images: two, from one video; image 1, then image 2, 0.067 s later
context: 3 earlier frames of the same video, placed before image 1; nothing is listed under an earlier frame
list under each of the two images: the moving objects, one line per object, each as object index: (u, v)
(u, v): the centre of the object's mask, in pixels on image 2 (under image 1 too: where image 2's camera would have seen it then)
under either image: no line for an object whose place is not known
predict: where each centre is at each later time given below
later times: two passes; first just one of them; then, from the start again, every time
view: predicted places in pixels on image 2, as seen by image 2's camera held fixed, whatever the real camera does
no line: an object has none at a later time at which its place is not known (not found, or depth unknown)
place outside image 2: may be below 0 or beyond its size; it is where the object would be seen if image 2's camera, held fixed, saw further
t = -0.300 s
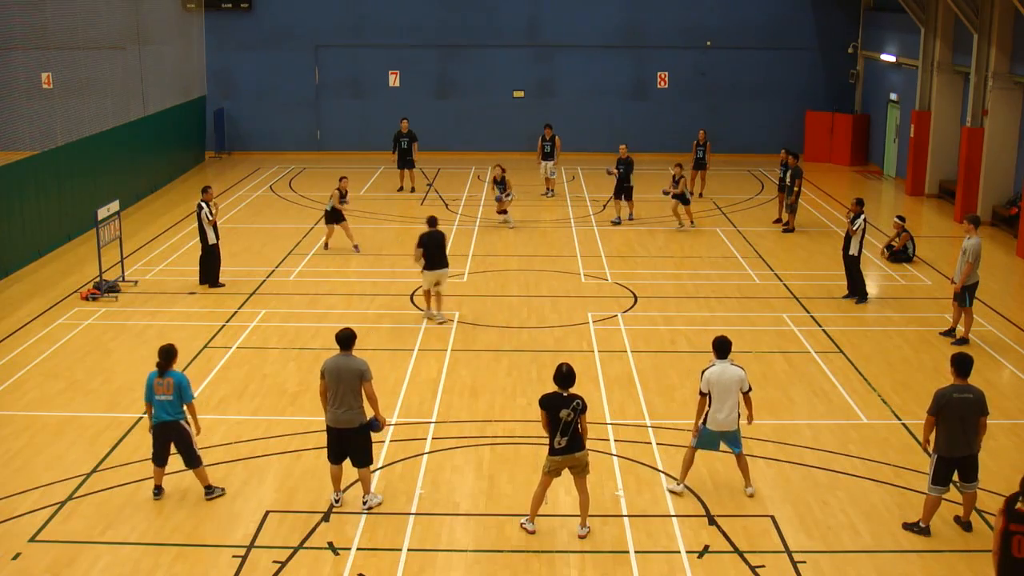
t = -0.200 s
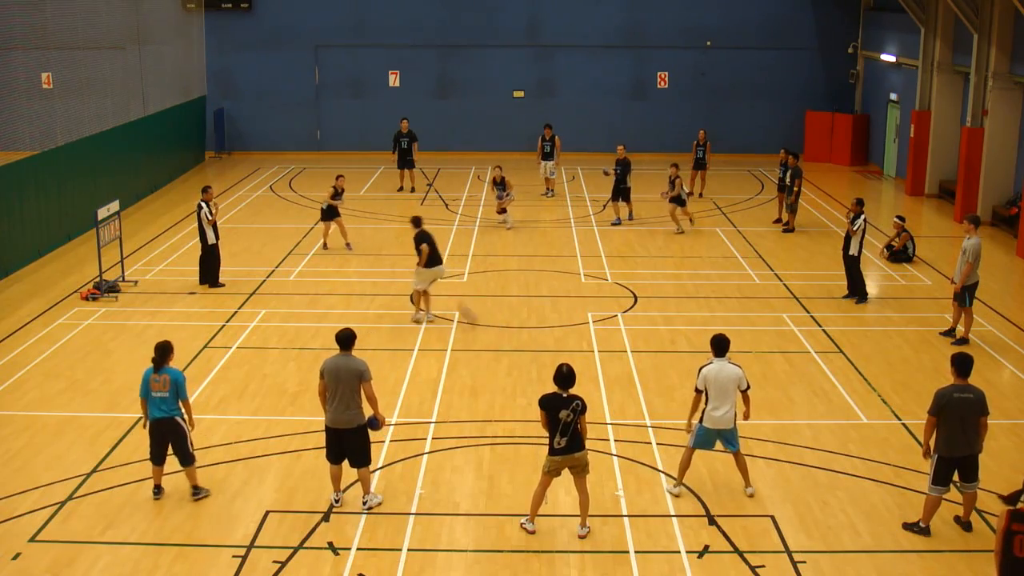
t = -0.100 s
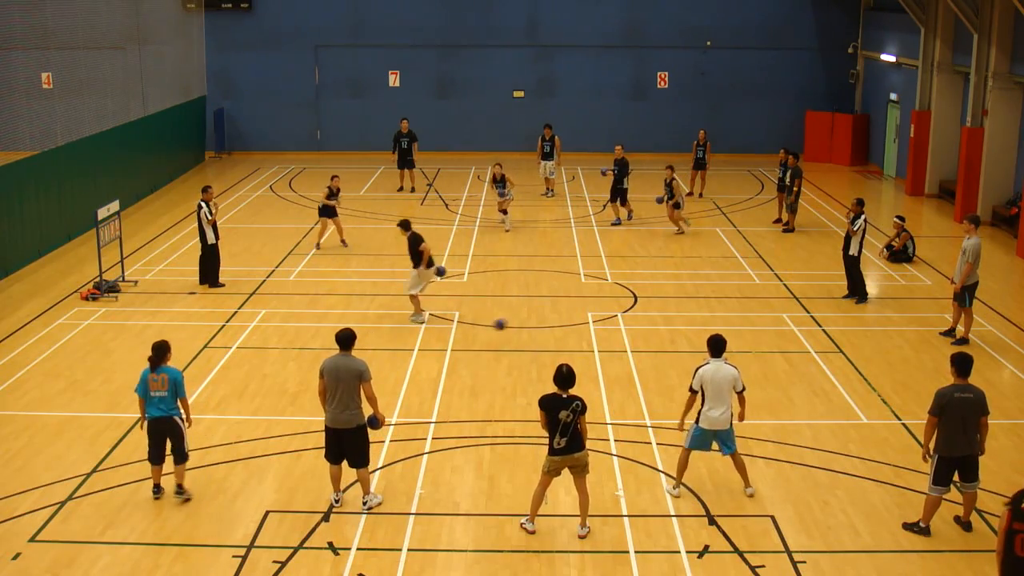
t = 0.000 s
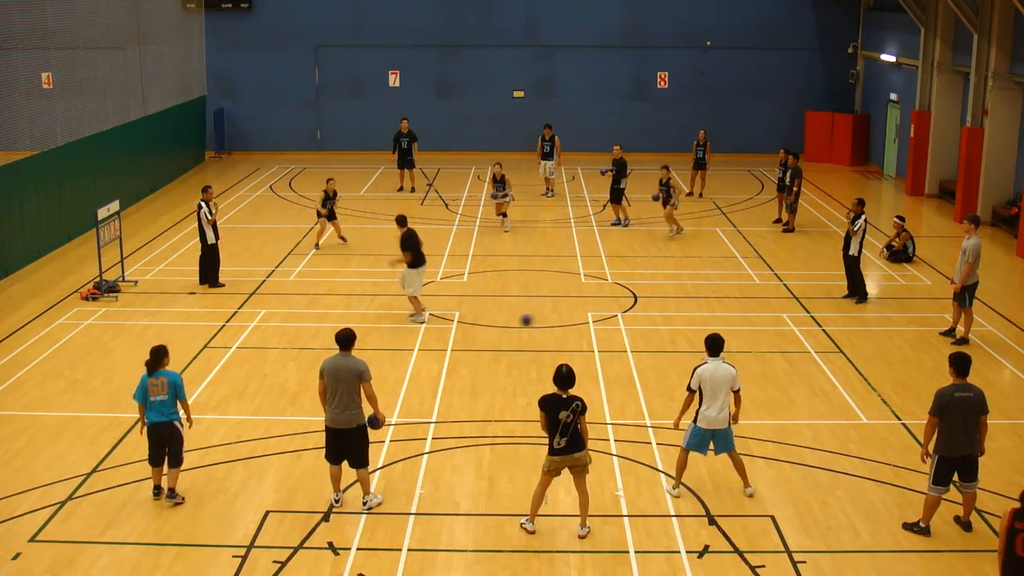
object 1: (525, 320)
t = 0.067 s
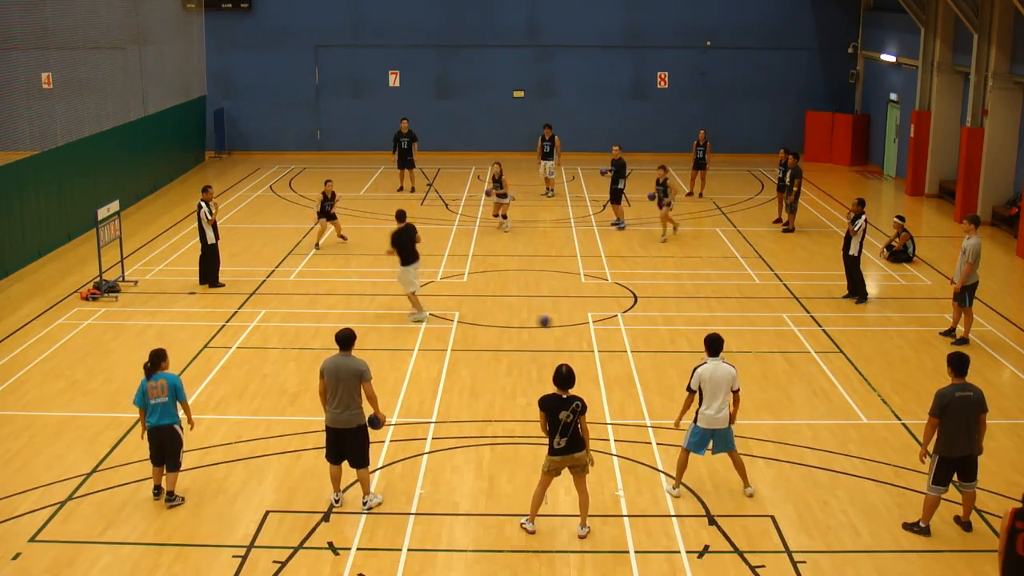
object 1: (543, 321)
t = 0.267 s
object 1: (602, 351)
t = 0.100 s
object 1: (553, 324)
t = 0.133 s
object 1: (562, 327)
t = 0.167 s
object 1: (572, 332)
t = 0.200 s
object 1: (581, 337)
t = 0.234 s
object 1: (592, 343)
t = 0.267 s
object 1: (602, 351)
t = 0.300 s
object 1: (611, 359)
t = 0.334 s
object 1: (621, 368)
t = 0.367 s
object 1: (631, 379)
